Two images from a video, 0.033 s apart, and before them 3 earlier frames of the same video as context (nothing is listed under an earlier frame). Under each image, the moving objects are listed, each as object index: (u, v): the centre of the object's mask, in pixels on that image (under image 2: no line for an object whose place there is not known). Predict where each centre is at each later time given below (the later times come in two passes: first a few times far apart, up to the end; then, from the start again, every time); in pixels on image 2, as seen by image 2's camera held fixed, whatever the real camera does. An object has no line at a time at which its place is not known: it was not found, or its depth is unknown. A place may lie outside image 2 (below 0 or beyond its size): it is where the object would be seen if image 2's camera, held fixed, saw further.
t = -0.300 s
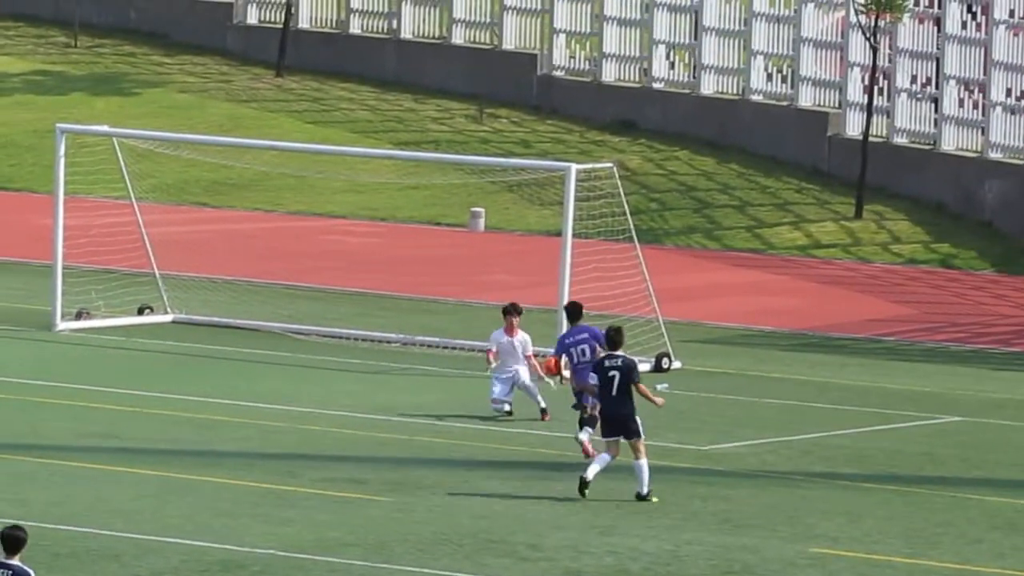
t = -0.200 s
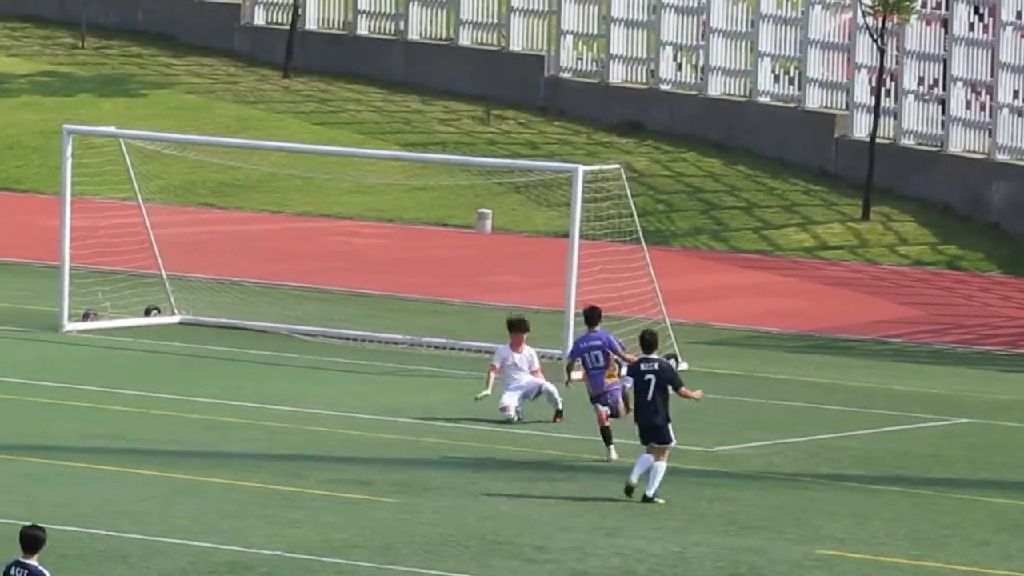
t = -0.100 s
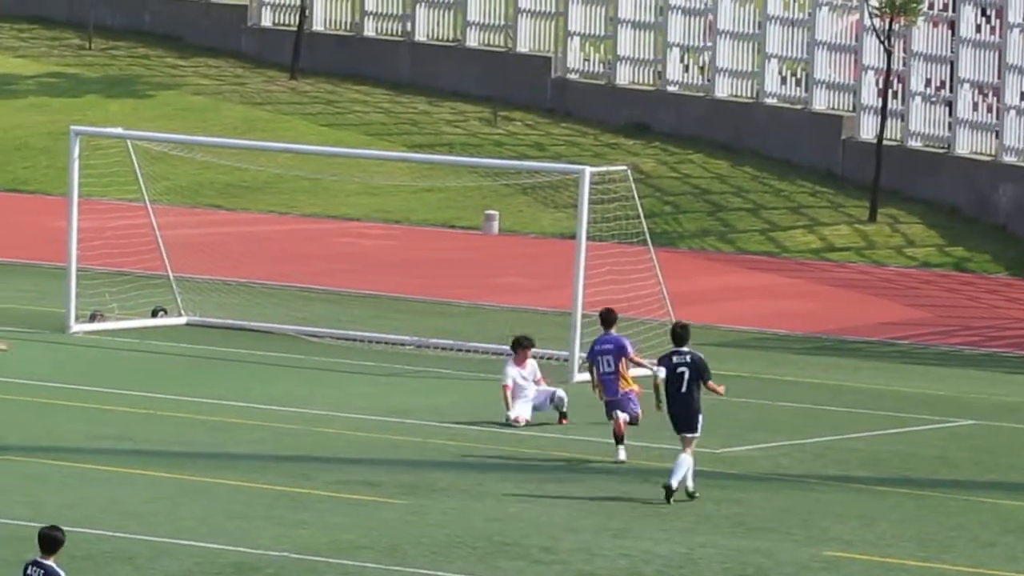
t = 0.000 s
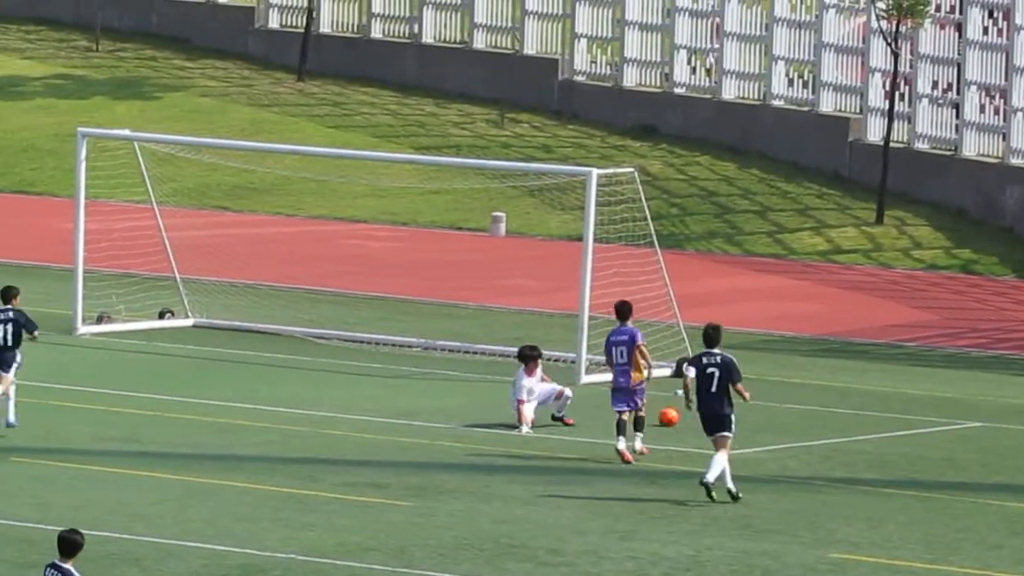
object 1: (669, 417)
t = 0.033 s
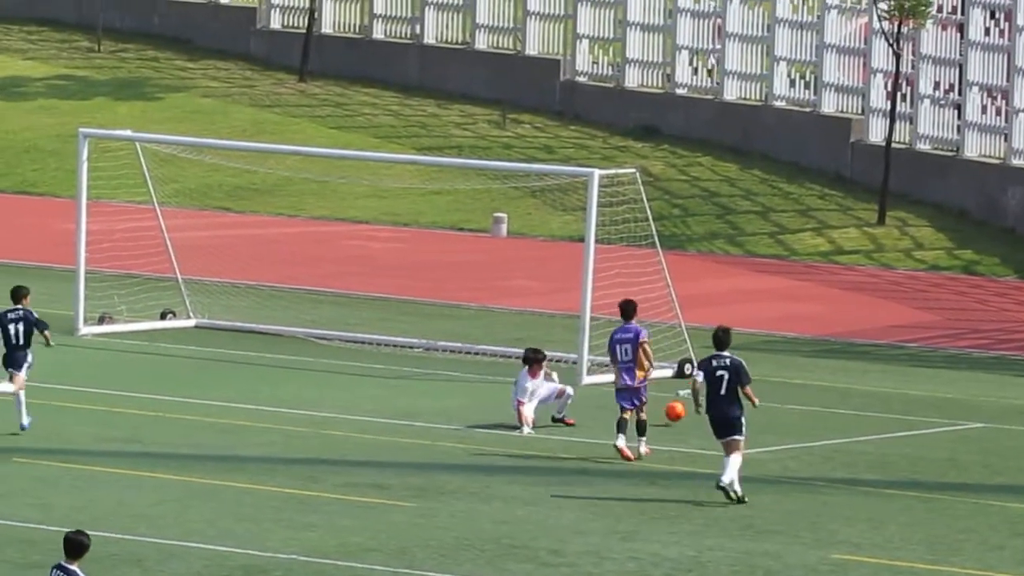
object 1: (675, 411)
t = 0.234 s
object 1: (702, 386)
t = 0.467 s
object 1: (731, 401)
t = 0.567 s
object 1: (747, 398)
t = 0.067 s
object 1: (679, 405)
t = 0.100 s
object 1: (684, 398)
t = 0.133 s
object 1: (689, 394)
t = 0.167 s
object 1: (694, 390)
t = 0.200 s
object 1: (698, 387)
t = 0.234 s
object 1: (702, 386)
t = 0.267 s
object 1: (707, 385)
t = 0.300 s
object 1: (711, 385)
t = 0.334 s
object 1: (715, 386)
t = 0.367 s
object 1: (719, 388)
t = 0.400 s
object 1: (724, 391)
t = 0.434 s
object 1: (727, 396)
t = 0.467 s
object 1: (731, 401)
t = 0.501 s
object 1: (736, 406)
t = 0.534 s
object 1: (741, 402)
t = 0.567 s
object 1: (747, 398)
